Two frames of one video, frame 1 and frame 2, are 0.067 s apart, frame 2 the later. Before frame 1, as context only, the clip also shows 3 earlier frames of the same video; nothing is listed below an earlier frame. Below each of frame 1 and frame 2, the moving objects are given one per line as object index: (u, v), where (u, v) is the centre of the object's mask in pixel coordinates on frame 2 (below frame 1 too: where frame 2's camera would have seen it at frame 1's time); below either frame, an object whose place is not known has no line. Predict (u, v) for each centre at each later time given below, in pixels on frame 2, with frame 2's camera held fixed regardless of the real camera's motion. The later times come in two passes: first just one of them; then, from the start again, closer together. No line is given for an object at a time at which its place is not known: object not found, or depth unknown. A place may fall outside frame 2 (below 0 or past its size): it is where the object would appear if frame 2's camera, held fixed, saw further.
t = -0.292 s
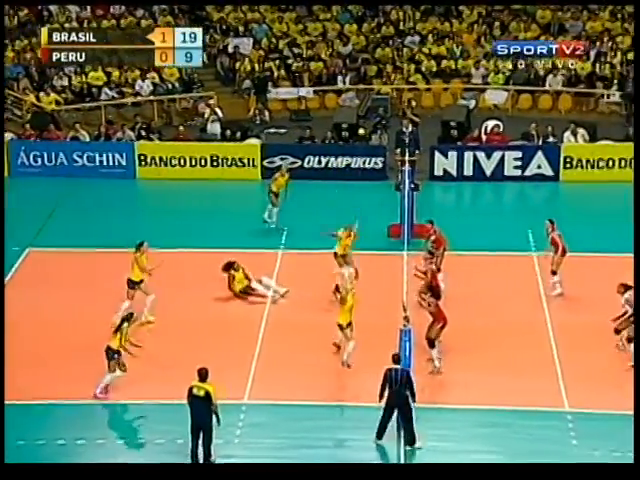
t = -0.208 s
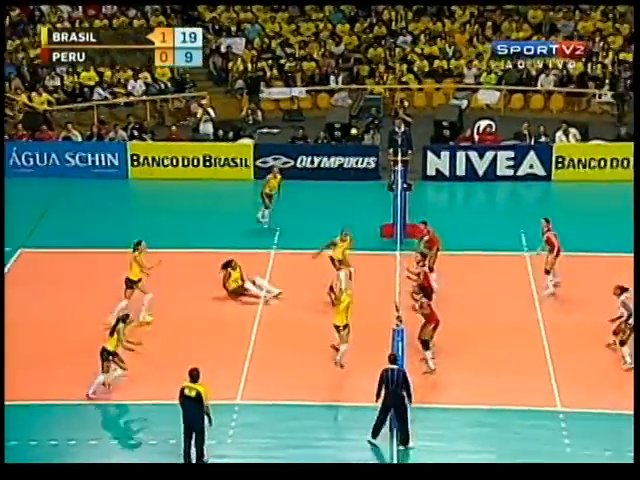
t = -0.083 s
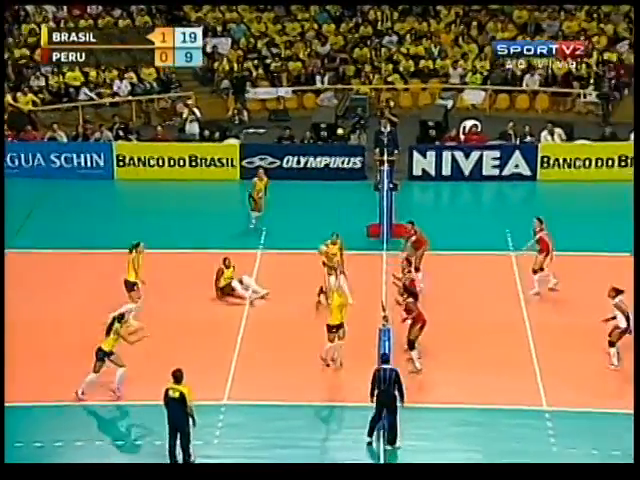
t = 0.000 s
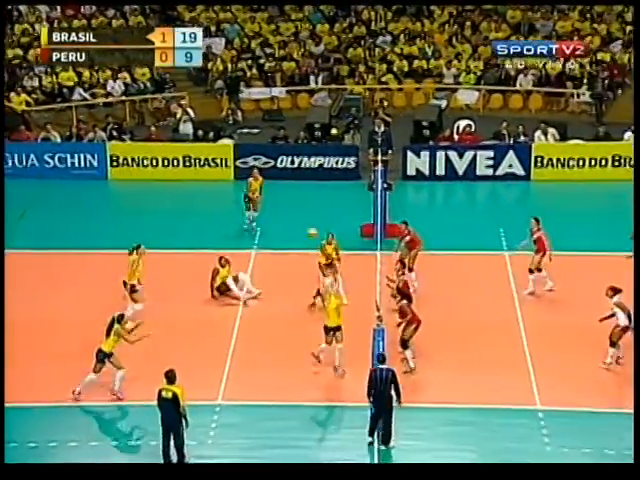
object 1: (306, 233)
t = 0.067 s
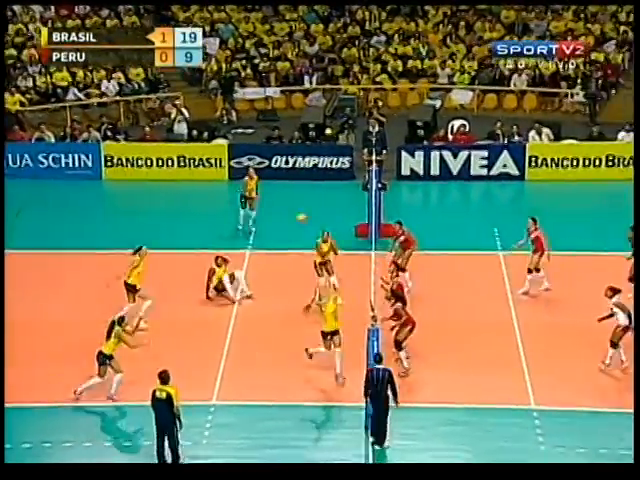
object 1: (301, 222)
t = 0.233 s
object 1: (289, 193)
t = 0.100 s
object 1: (299, 215)
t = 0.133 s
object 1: (297, 209)
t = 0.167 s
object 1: (294, 203)
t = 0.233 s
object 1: (289, 193)
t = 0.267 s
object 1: (287, 189)
